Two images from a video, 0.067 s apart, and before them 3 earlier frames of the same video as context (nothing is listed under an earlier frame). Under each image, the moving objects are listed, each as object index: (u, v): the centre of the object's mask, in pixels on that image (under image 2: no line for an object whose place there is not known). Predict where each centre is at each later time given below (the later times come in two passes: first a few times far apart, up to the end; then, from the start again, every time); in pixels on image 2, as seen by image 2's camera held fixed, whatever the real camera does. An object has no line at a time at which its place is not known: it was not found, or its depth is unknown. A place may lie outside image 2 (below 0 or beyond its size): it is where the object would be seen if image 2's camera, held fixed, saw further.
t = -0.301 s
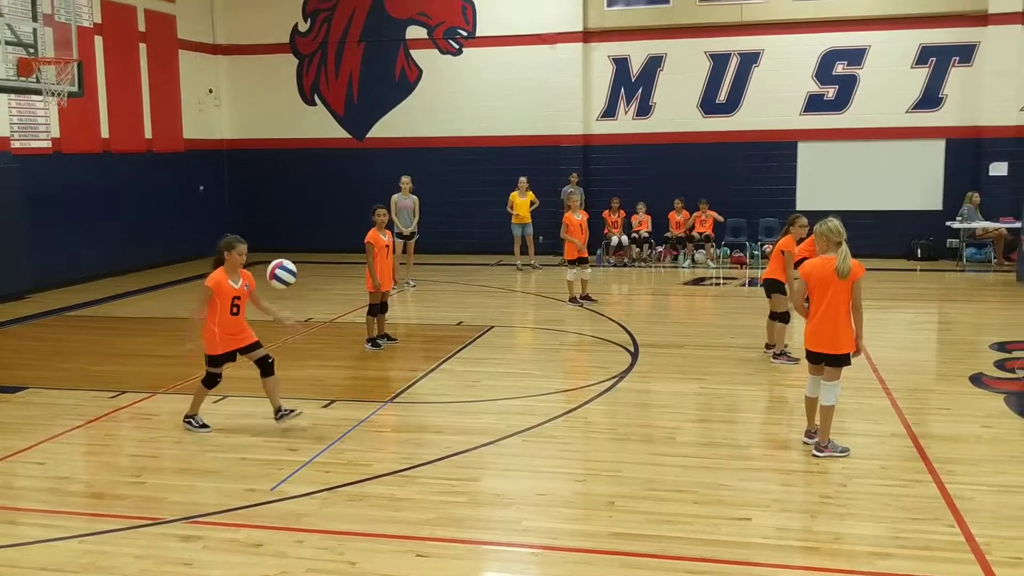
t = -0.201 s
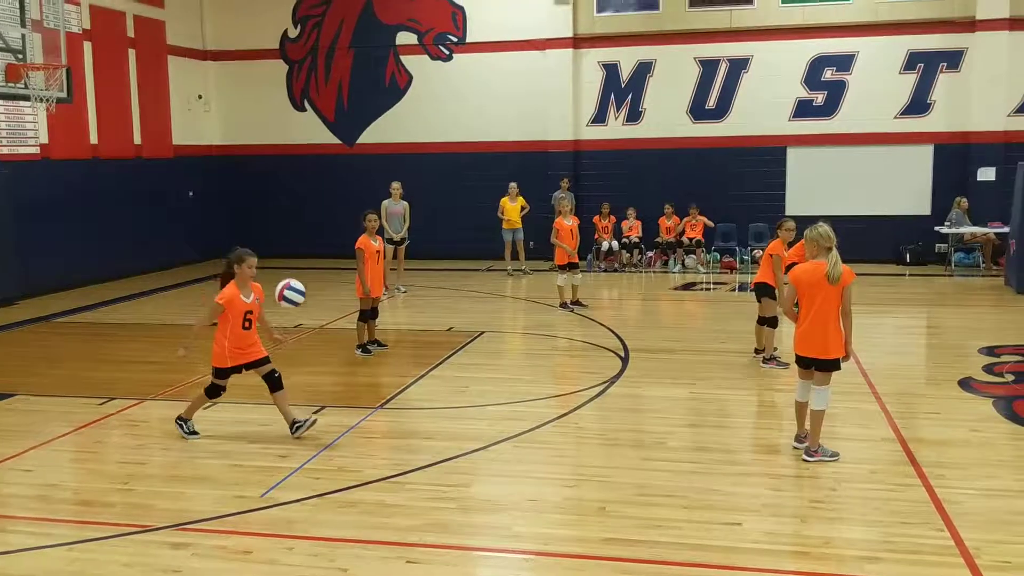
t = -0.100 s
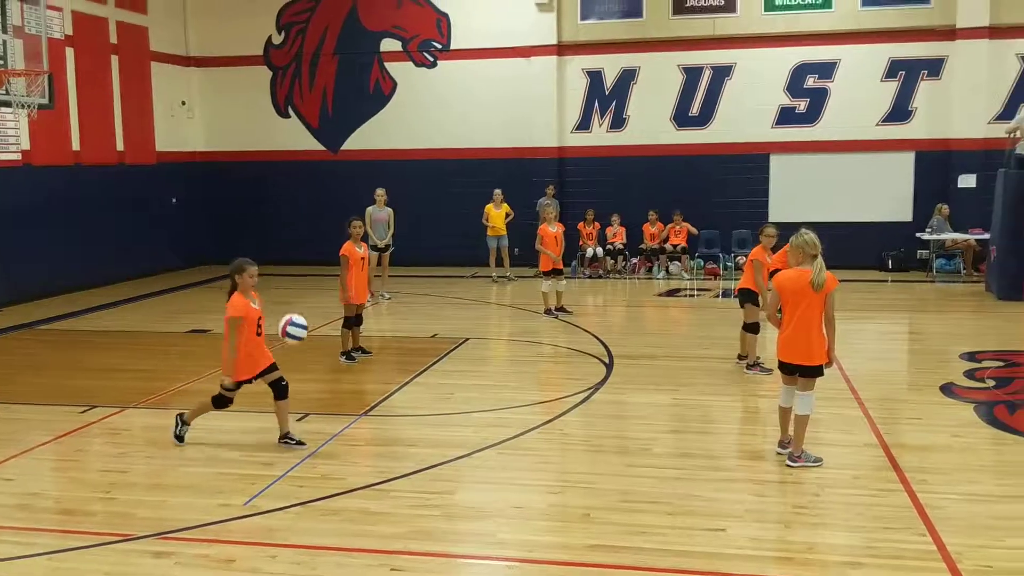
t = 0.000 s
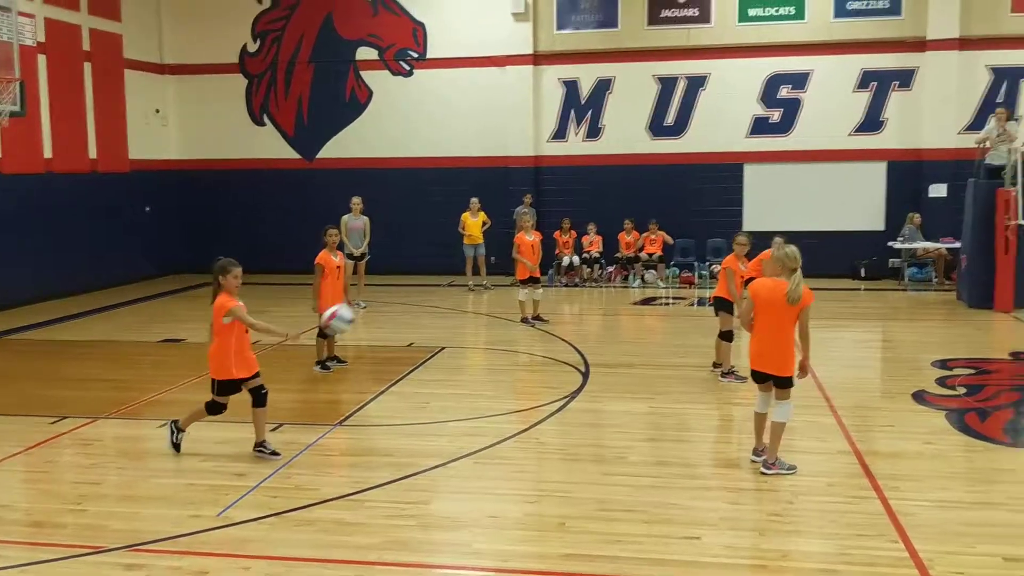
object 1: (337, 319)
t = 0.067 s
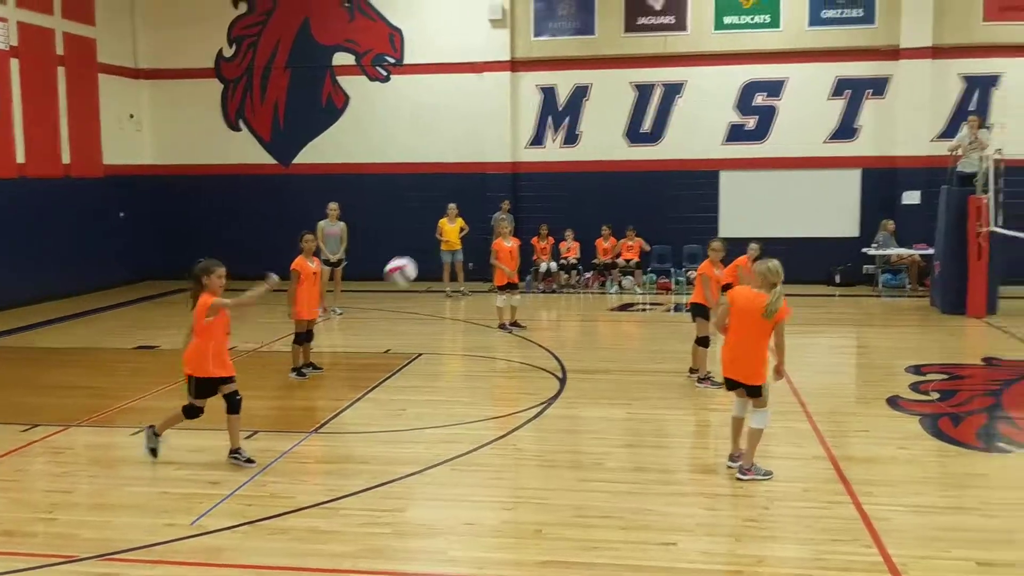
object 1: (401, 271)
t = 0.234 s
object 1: (598, 165)
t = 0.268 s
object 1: (636, 143)
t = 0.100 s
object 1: (440, 249)
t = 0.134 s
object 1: (482, 224)
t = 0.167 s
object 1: (522, 202)
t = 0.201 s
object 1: (560, 183)
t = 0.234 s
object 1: (598, 165)
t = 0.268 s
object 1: (636, 143)
